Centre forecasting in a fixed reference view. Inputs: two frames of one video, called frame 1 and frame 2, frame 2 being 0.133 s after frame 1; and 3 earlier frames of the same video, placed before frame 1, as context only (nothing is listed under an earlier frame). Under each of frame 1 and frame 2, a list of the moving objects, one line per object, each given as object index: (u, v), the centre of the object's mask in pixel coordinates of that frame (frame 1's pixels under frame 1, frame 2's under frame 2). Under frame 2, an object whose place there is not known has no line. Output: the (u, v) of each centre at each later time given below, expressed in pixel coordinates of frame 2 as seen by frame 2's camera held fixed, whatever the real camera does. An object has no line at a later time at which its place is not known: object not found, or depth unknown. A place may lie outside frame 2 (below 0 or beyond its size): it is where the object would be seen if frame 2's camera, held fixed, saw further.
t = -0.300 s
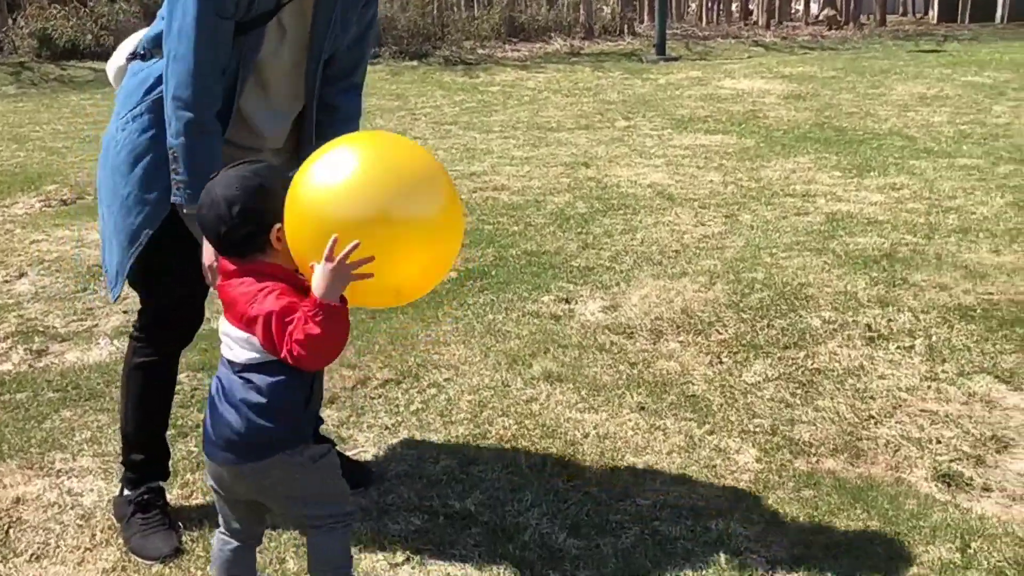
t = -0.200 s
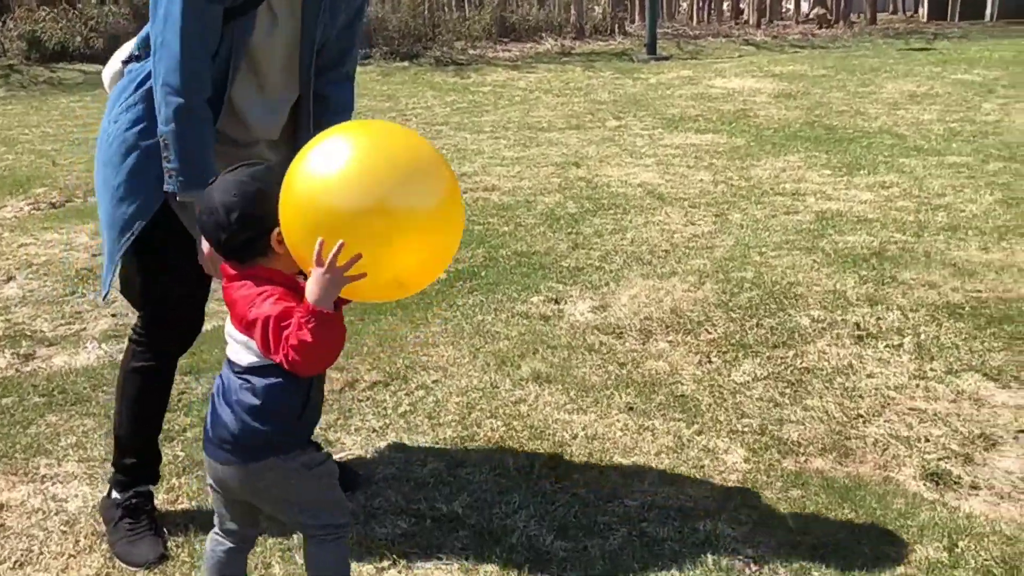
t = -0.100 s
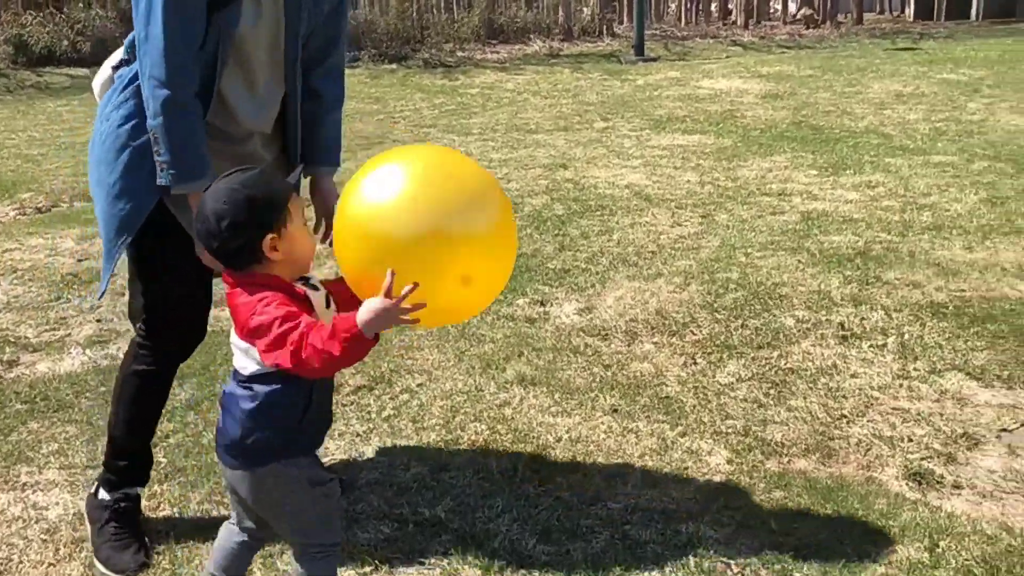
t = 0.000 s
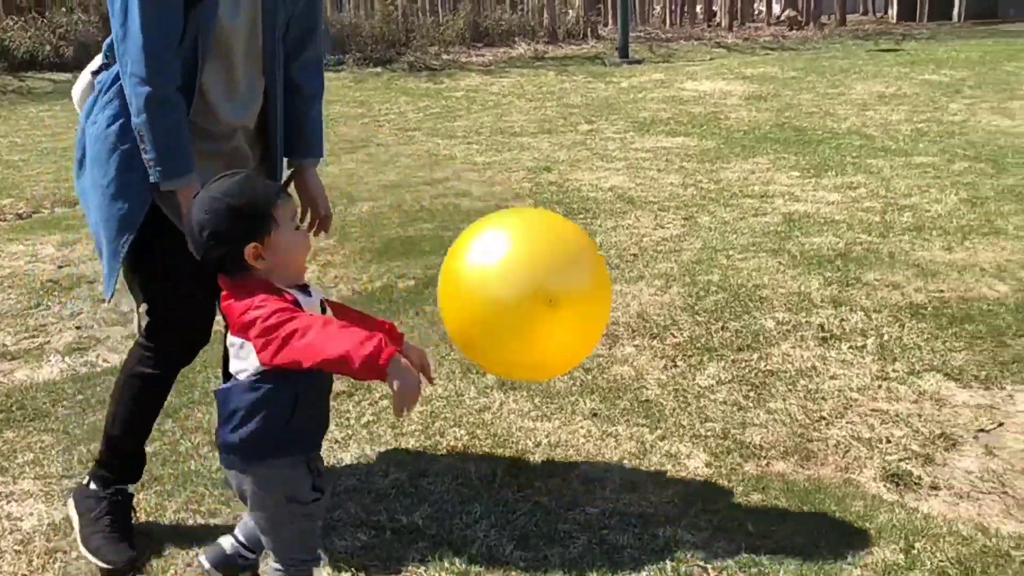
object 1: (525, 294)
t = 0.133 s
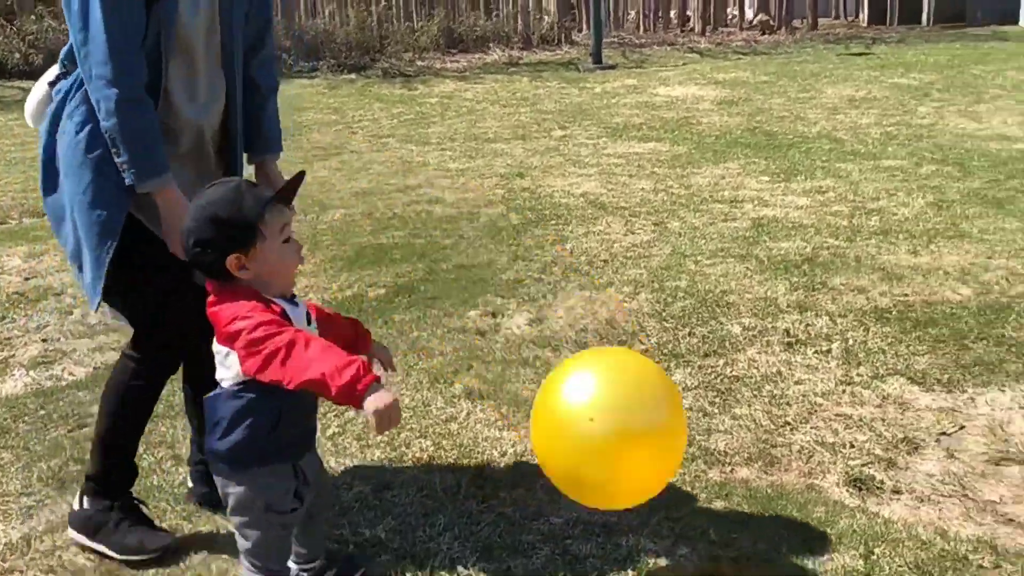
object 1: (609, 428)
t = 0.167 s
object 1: (632, 465)
